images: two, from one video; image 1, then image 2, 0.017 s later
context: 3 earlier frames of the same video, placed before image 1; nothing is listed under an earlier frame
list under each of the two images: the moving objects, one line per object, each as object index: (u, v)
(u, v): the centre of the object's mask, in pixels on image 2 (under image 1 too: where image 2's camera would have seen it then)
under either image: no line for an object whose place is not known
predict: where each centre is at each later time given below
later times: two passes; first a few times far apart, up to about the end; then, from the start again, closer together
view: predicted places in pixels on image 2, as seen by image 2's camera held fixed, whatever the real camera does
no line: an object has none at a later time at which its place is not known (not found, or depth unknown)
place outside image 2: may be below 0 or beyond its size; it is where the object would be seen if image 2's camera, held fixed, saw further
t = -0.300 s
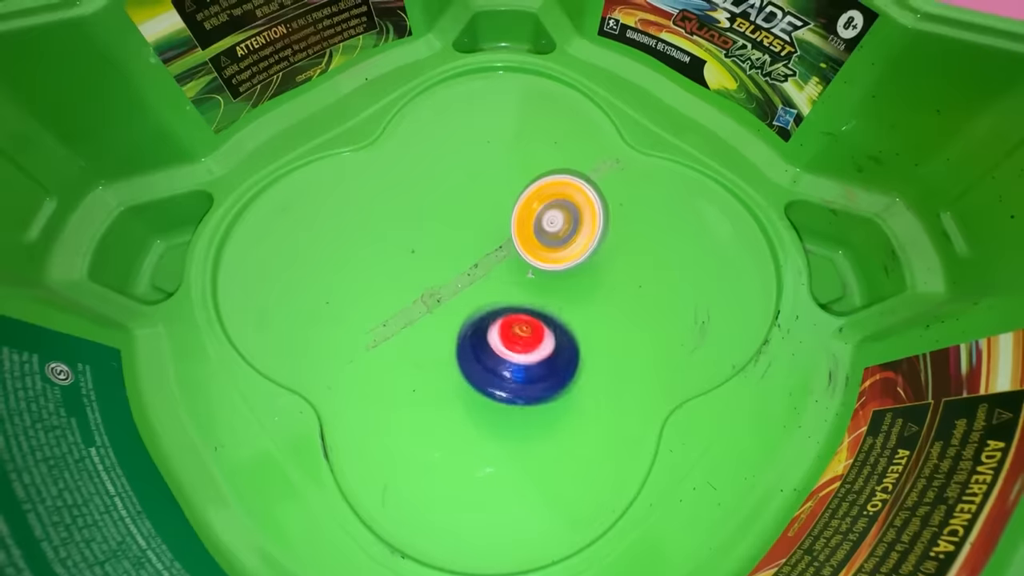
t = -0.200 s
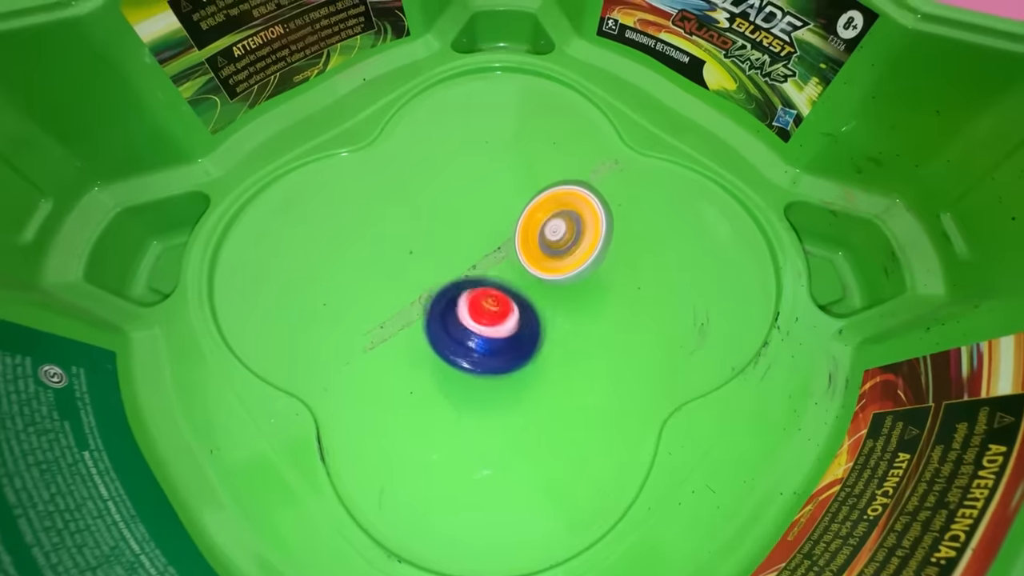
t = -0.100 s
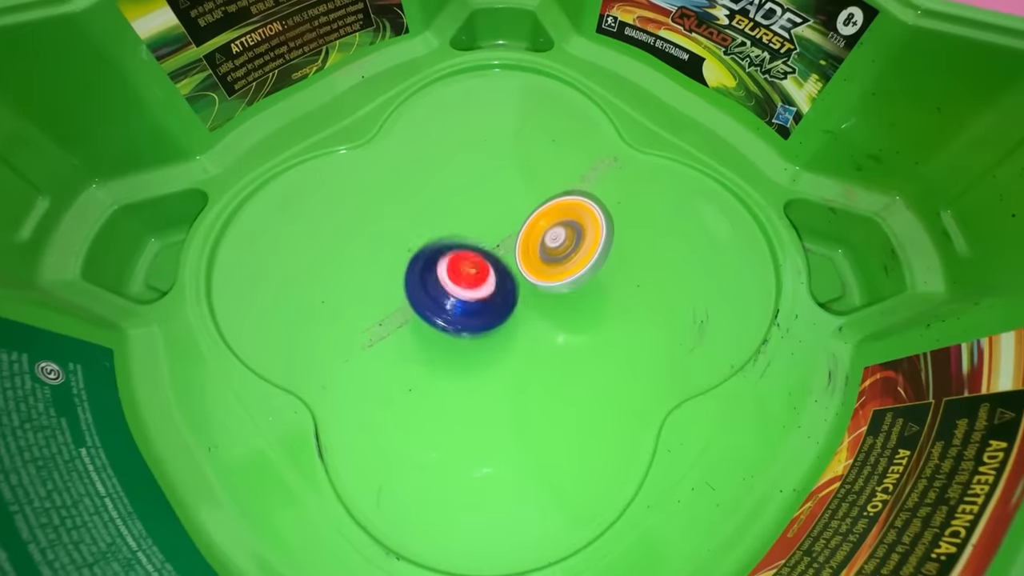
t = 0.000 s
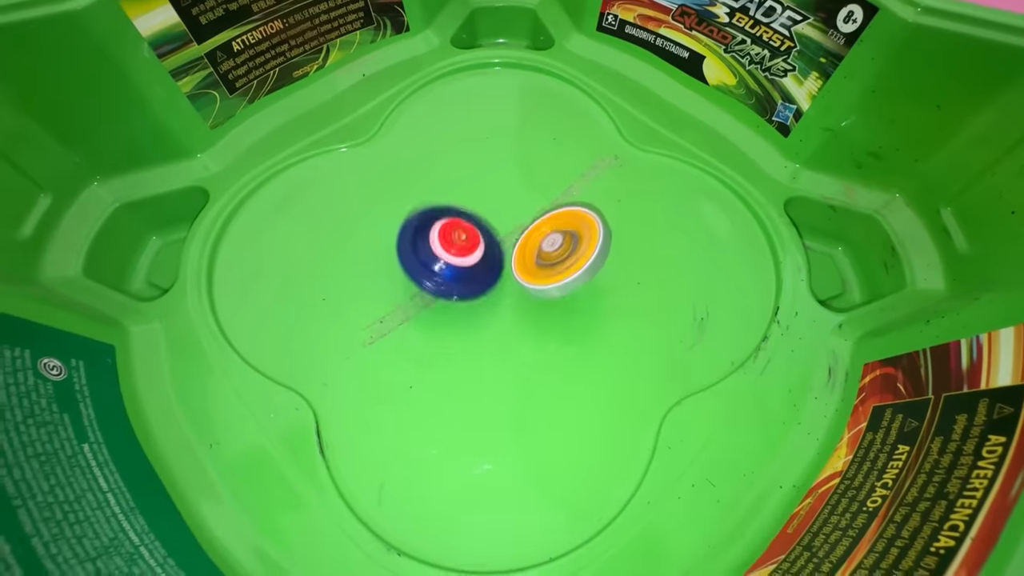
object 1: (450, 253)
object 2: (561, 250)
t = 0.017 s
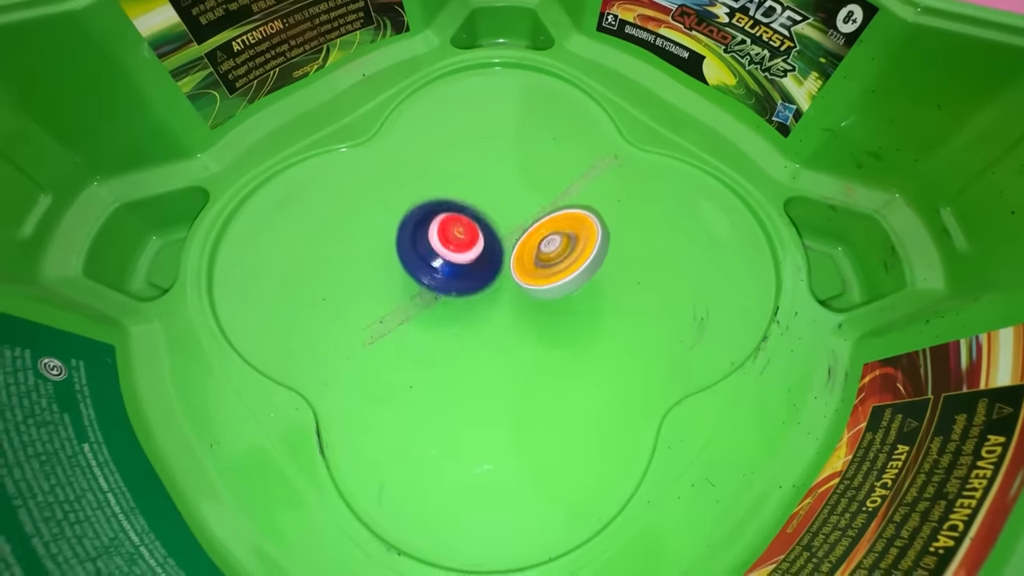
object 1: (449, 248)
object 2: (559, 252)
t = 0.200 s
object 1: (465, 201)
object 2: (542, 267)
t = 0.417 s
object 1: (504, 190)
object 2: (511, 269)
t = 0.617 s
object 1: (555, 202)
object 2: (483, 257)
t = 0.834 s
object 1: (587, 258)
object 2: (472, 236)
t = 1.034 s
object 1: (566, 308)
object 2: (494, 221)
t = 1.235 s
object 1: (508, 320)
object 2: (522, 210)
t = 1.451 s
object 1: (407, 343)
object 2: (548, 214)
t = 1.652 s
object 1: (409, 295)
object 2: (558, 231)
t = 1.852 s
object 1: (425, 249)
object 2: (554, 253)
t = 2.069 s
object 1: (433, 224)
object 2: (527, 266)
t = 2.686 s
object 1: (430, 233)
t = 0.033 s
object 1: (449, 243)
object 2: (558, 254)
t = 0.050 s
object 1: (450, 238)
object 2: (557, 256)
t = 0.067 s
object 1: (451, 233)
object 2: (556, 257)
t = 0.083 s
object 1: (452, 229)
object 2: (554, 259)
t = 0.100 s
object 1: (453, 225)
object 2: (553, 260)
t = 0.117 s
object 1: (454, 221)
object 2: (551, 261)
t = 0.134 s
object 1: (456, 216)
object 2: (550, 263)
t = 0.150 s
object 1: (458, 212)
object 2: (548, 263)
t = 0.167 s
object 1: (461, 208)
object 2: (546, 264)
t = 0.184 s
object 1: (463, 205)
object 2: (544, 266)
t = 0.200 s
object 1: (465, 201)
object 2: (542, 267)
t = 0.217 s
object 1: (468, 199)
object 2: (539, 268)
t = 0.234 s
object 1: (470, 197)
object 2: (537, 269)
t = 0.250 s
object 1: (473, 194)
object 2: (534, 270)
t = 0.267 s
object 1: (477, 193)
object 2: (531, 271)
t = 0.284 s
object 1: (480, 191)
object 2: (529, 271)
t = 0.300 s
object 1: (483, 190)
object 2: (526, 272)
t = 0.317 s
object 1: (486, 190)
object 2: (524, 272)
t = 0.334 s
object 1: (489, 190)
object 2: (522, 272)
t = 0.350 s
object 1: (491, 190)
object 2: (519, 271)
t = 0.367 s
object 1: (494, 190)
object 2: (517, 271)
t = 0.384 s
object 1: (498, 190)
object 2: (515, 271)
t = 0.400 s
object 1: (501, 190)
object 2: (513, 270)
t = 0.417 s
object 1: (504, 190)
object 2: (511, 269)
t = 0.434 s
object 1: (507, 190)
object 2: (509, 268)
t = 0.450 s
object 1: (511, 190)
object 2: (506, 267)
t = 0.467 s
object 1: (515, 190)
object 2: (504, 267)
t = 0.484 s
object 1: (519, 189)
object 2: (500, 267)
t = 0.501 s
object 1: (523, 189)
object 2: (498, 266)
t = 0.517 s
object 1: (527, 189)
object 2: (496, 266)
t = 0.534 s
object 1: (530, 190)
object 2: (493, 264)
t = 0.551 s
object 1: (534, 192)
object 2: (492, 263)
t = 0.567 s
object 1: (538, 193)
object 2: (490, 261)
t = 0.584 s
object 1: (543, 196)
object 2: (489, 260)
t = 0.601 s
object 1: (548, 198)
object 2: (487, 258)
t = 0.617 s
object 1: (555, 202)
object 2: (483, 257)
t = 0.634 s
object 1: (560, 204)
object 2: (480, 255)
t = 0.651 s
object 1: (564, 207)
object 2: (478, 253)
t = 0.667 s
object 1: (568, 210)
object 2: (477, 251)
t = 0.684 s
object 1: (571, 214)
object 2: (476, 249)
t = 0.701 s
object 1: (574, 218)
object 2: (475, 248)
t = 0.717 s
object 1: (577, 223)
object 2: (474, 247)
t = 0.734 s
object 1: (579, 228)
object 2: (473, 246)
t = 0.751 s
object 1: (581, 233)
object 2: (472, 244)
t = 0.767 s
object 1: (583, 238)
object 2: (472, 242)
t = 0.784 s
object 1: (585, 242)
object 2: (471, 240)
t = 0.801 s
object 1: (586, 248)
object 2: (472, 239)
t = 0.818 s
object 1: (586, 253)
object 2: (472, 237)
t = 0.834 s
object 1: (587, 258)
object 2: (472, 236)
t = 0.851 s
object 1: (587, 263)
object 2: (473, 234)
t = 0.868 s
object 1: (586, 268)
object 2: (475, 233)
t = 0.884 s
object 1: (585, 274)
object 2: (476, 231)
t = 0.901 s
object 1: (584, 278)
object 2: (477, 230)
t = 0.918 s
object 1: (583, 283)
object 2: (479, 228)
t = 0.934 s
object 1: (581, 288)
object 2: (481, 227)
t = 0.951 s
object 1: (579, 293)
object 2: (483, 226)
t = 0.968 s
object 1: (576, 298)
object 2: (485, 225)
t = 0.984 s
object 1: (575, 301)
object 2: (487, 223)
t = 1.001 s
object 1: (572, 305)
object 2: (489, 223)
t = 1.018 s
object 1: (569, 307)
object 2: (492, 222)
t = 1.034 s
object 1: (566, 308)
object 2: (494, 221)
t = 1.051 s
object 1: (563, 310)
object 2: (496, 221)
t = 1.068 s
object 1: (560, 311)
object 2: (498, 220)
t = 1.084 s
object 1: (556, 312)
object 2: (500, 220)
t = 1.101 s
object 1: (552, 312)
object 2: (501, 219)
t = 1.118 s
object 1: (548, 313)
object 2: (504, 219)
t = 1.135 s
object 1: (545, 313)
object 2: (505, 219)
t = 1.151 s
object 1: (541, 312)
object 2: (508, 219)
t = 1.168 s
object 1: (537, 311)
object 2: (509, 219)
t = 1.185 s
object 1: (533, 310)
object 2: (511, 218)
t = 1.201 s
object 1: (528, 312)
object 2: (514, 216)
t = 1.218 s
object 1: (518, 316)
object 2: (518, 213)
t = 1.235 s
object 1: (508, 320)
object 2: (522, 210)
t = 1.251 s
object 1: (494, 330)
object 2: (525, 209)
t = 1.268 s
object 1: (484, 332)
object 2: (528, 208)
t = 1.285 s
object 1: (472, 338)
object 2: (530, 208)
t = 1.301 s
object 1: (460, 346)
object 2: (532, 209)
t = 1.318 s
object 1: (451, 347)
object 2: (534, 209)
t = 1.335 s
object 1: (441, 348)
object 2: (536, 209)
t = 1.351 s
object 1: (431, 352)
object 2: (537, 209)
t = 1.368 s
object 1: (425, 352)
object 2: (540, 209)
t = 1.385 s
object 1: (418, 353)
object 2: (542, 210)
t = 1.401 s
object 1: (414, 352)
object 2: (544, 210)
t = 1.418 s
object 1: (410, 348)
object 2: (545, 212)
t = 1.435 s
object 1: (408, 346)
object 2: (547, 213)
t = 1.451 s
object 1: (407, 343)
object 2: (548, 214)
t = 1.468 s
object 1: (405, 341)
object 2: (549, 215)
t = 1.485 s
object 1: (404, 337)
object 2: (551, 216)
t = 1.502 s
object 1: (403, 335)
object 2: (552, 217)
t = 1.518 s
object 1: (403, 331)
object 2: (553, 219)
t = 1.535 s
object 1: (402, 327)
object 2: (554, 220)
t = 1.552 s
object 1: (403, 322)
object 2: (555, 221)
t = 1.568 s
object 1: (402, 319)
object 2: (556, 223)
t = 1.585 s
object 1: (403, 313)
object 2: (557, 224)
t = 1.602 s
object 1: (405, 309)
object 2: (557, 226)
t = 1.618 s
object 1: (406, 304)
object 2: (558, 228)
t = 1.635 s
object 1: (407, 300)
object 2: (558, 230)
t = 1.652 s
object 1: (409, 295)
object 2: (558, 231)
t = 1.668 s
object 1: (408, 291)
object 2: (559, 233)
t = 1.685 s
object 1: (409, 288)
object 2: (558, 235)
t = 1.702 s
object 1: (410, 283)
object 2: (558, 236)
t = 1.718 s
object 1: (411, 280)
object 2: (561, 241)
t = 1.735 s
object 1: (412, 275)
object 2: (560, 242)
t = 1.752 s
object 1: (414, 271)
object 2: (560, 244)
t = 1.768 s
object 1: (416, 267)
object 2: (559, 245)
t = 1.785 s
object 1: (418, 263)
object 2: (558, 247)
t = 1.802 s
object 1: (419, 258)
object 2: (557, 248)
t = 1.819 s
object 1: (421, 255)
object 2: (556, 251)
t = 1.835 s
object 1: (422, 252)
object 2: (555, 252)
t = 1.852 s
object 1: (425, 249)
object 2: (554, 253)
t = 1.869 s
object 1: (427, 247)
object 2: (552, 254)
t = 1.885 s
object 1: (429, 244)
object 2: (550, 256)
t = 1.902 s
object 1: (431, 241)
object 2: (548, 258)
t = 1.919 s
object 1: (432, 237)
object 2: (546, 259)
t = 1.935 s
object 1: (433, 234)
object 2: (544, 261)
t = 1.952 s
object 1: (433, 232)
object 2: (542, 261)
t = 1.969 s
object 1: (433, 230)
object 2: (540, 262)
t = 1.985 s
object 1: (434, 228)
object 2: (538, 262)
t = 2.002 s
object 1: (434, 227)
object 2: (536, 263)
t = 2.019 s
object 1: (433, 225)
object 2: (534, 263)
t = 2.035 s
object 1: (433, 224)
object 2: (532, 264)
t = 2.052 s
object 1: (433, 224)
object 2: (529, 264)
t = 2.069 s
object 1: (433, 224)
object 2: (527, 266)
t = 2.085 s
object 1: (433, 224)
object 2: (524, 265)
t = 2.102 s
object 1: (433, 224)
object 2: (523, 265)
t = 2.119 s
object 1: (433, 225)
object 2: (521, 265)
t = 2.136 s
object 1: (434, 226)
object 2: (519, 265)
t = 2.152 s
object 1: (434, 227)
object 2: (517, 265)
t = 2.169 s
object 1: (433, 229)
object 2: (515, 265)
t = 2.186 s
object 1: (433, 230)
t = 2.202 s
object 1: (432, 232)
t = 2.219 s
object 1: (431, 234)
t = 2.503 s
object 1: (421, 239)
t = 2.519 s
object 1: (421, 240)
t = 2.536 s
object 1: (422, 239)
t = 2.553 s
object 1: (422, 239)
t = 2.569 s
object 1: (423, 239)
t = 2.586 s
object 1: (424, 238)
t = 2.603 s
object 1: (424, 238)
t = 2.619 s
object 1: (425, 237)
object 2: (515, 238)
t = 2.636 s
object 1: (426, 237)
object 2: (516, 236)
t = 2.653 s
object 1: (427, 236)
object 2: (517, 235)
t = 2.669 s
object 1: (429, 235)
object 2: (518, 233)
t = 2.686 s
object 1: (430, 233)
